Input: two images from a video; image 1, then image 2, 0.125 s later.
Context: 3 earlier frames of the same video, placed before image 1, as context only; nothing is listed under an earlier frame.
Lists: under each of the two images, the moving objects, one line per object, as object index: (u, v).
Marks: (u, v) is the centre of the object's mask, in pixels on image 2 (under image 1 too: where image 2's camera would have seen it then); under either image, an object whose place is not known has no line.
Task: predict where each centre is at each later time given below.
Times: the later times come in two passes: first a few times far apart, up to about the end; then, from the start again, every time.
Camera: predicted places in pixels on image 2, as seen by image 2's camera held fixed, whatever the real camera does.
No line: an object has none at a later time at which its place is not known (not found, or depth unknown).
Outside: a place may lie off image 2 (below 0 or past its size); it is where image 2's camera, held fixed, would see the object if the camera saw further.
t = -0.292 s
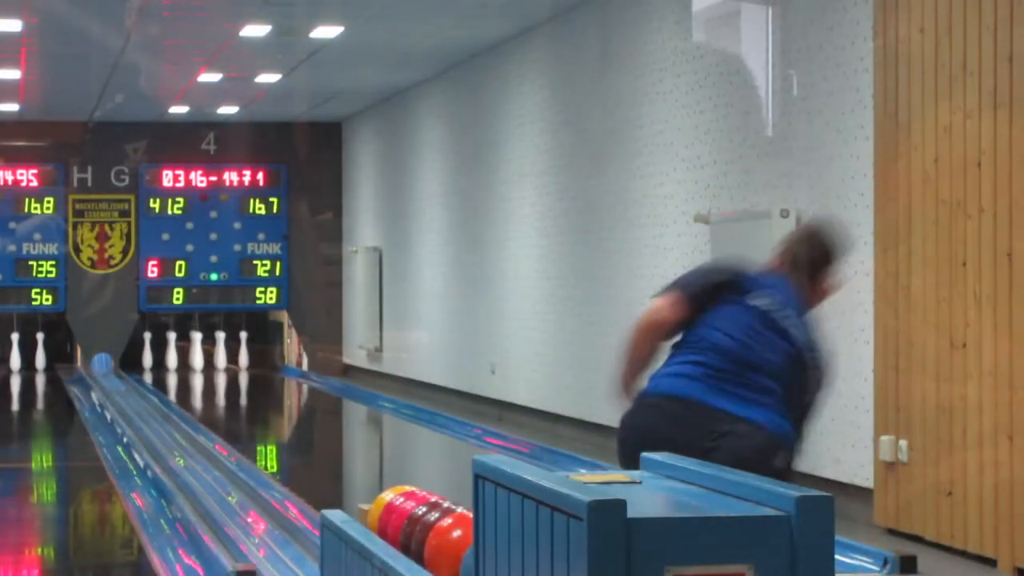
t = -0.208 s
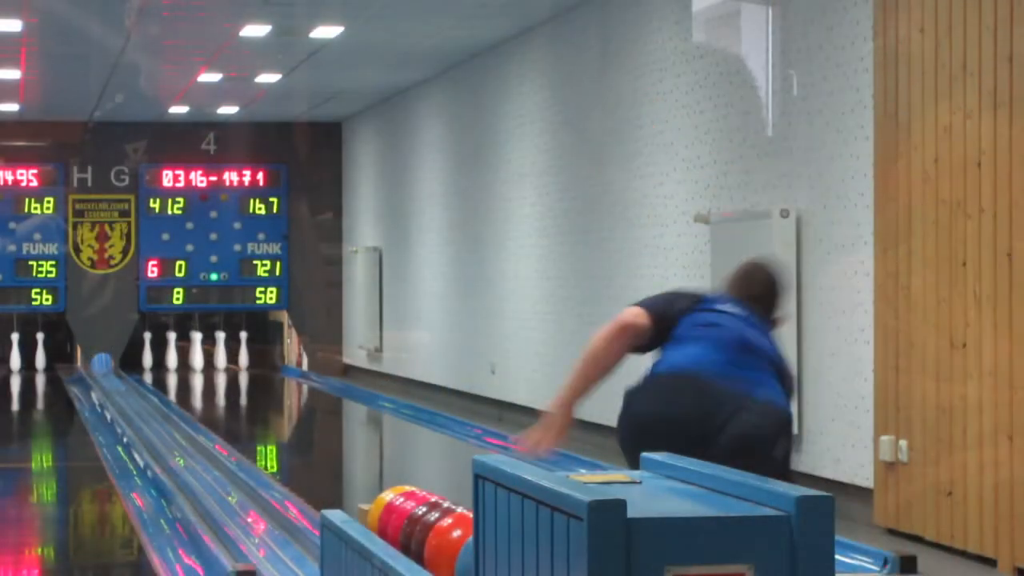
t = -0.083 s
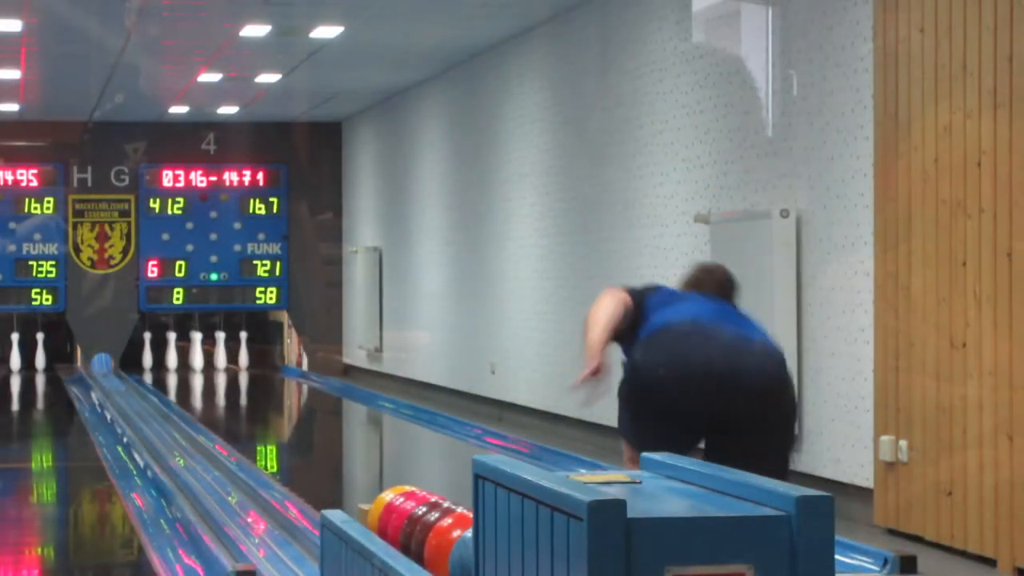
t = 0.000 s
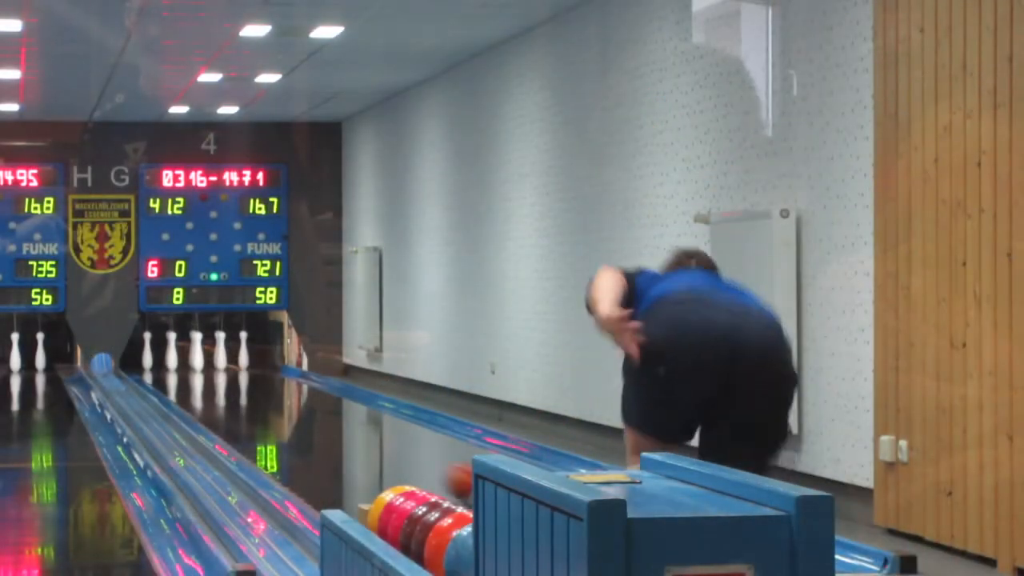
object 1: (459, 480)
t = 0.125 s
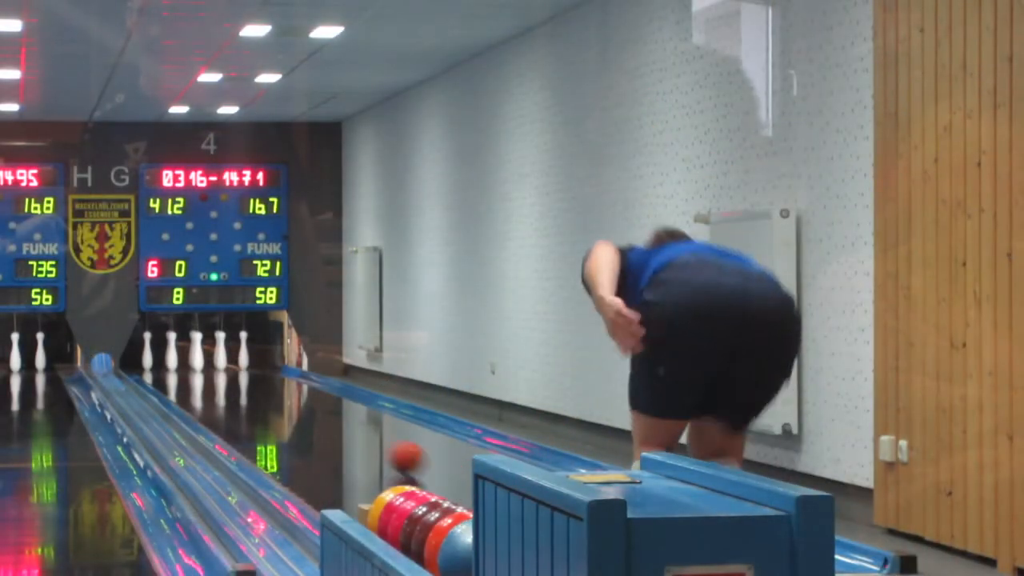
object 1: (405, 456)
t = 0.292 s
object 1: (345, 431)
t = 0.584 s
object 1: (275, 402)
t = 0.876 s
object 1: (230, 383)
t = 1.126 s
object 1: (203, 371)
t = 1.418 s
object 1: (184, 362)
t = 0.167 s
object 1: (389, 449)
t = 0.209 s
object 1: (374, 443)
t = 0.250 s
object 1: (359, 438)
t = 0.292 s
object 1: (345, 431)
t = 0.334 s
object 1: (334, 426)
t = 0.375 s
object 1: (324, 421)
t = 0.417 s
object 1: (313, 416)
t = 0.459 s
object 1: (303, 413)
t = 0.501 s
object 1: (294, 410)
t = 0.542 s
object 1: (284, 405)
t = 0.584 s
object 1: (275, 402)
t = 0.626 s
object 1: (269, 399)
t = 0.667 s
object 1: (260, 395)
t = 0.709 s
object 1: (256, 393)
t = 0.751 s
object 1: (249, 391)
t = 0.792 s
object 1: (241, 387)
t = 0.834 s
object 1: (235, 385)
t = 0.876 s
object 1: (230, 383)
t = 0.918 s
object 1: (224, 380)
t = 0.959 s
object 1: (219, 378)
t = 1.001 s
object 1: (214, 376)
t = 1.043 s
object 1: (209, 372)
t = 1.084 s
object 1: (206, 371)
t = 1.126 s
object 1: (203, 371)
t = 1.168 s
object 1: (198, 369)
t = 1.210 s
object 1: (193, 367)
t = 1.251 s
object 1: (189, 366)
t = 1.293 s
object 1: (186, 365)
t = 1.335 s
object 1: (183, 364)
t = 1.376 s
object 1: (182, 363)
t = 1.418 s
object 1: (184, 362)
